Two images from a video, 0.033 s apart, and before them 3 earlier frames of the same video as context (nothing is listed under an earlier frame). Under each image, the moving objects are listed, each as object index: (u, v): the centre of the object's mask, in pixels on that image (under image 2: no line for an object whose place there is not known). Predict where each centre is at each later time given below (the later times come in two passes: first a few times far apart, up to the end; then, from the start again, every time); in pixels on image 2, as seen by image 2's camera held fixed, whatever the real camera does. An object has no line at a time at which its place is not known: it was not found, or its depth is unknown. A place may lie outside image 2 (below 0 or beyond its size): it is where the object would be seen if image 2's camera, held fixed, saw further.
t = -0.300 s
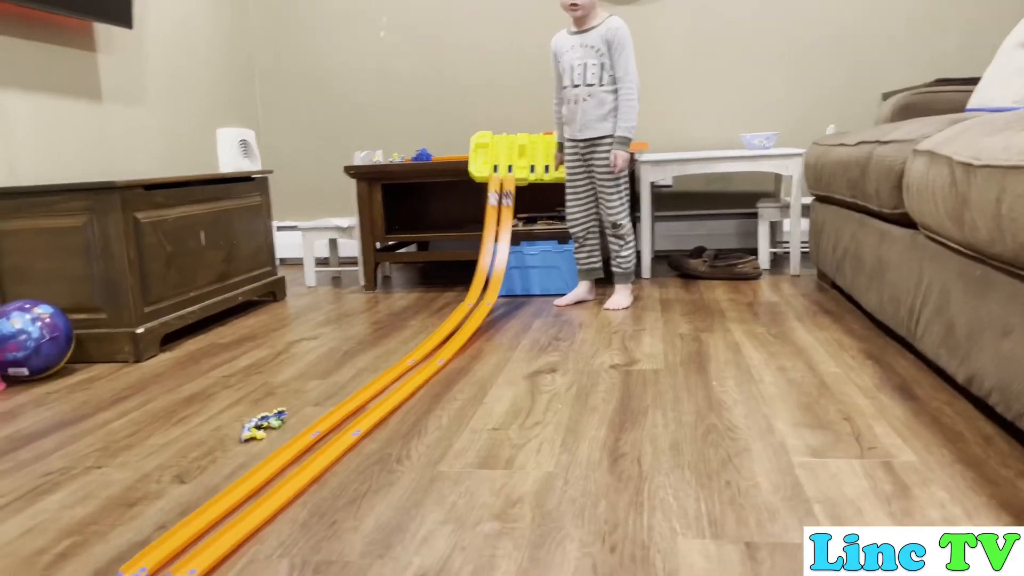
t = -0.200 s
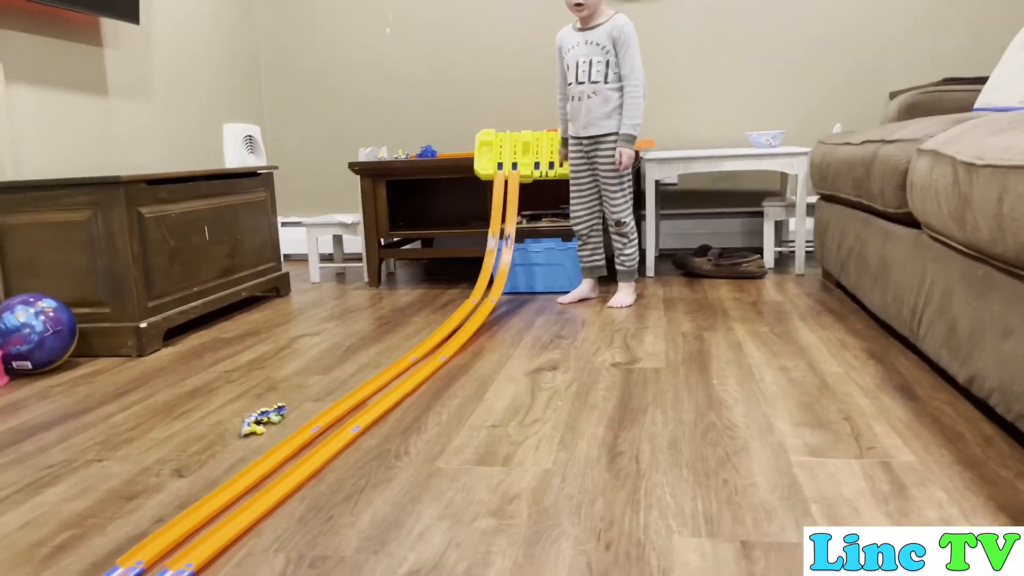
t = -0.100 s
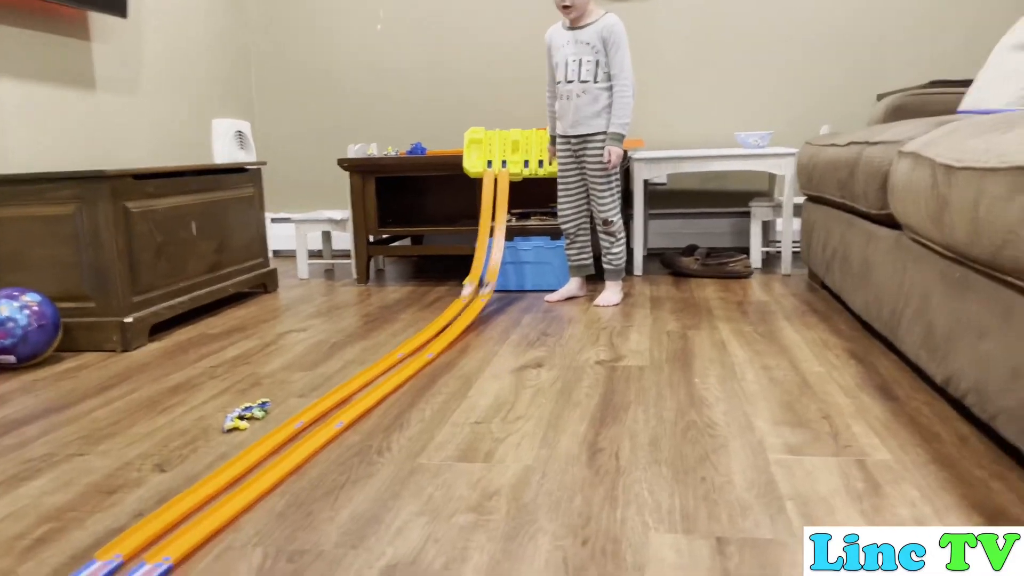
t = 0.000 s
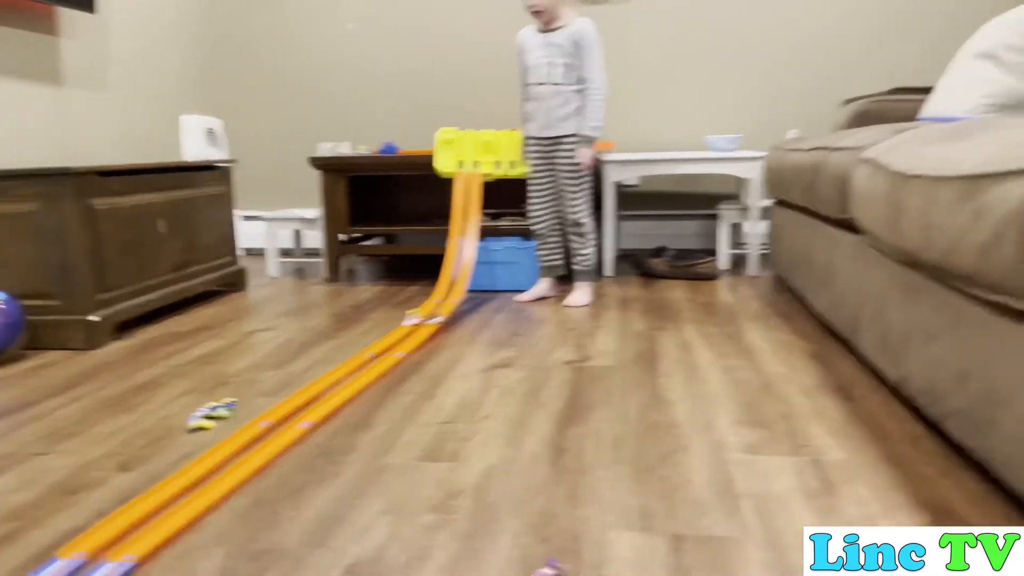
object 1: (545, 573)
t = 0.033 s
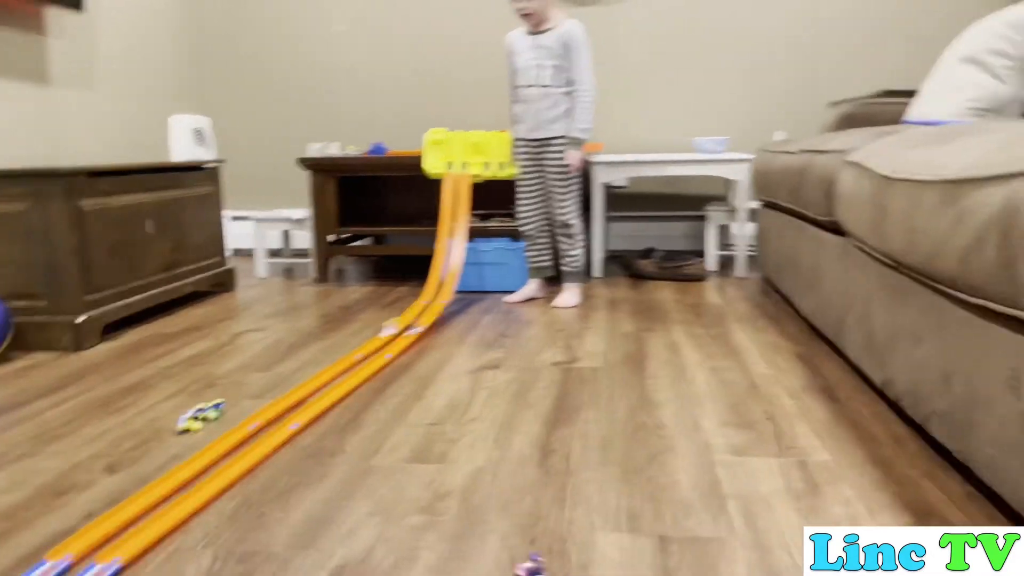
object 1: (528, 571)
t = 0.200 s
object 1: (505, 543)
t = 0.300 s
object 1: (491, 525)
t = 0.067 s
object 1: (526, 567)
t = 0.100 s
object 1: (521, 563)
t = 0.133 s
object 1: (516, 556)
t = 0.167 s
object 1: (510, 550)
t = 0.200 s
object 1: (505, 543)
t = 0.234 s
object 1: (499, 537)
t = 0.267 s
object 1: (495, 530)
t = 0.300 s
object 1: (491, 525)
